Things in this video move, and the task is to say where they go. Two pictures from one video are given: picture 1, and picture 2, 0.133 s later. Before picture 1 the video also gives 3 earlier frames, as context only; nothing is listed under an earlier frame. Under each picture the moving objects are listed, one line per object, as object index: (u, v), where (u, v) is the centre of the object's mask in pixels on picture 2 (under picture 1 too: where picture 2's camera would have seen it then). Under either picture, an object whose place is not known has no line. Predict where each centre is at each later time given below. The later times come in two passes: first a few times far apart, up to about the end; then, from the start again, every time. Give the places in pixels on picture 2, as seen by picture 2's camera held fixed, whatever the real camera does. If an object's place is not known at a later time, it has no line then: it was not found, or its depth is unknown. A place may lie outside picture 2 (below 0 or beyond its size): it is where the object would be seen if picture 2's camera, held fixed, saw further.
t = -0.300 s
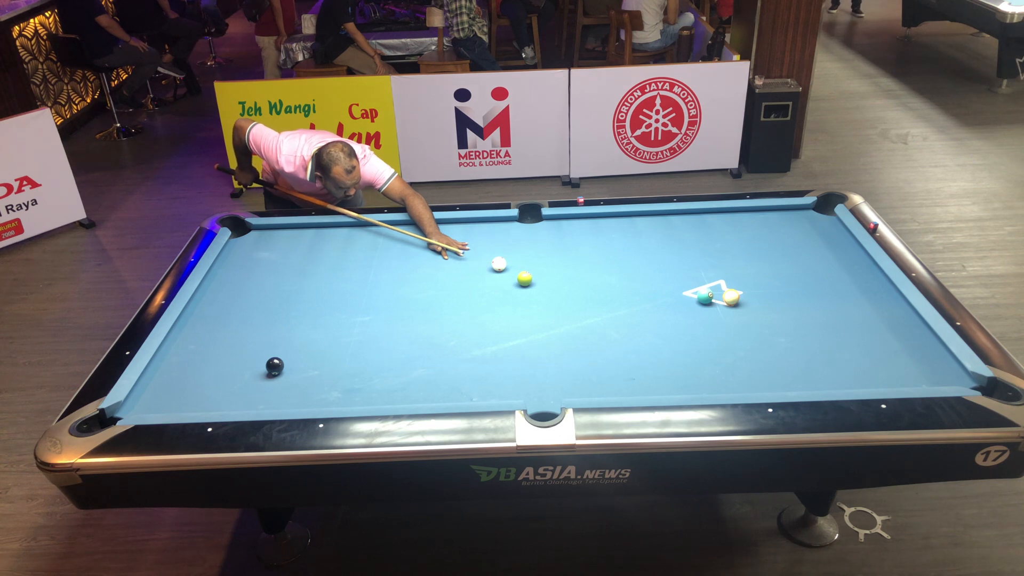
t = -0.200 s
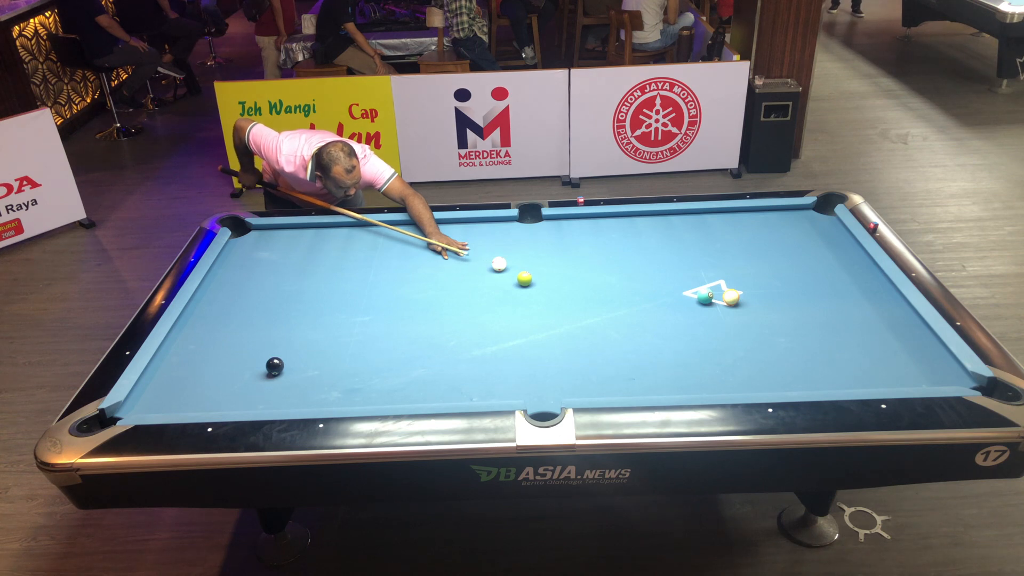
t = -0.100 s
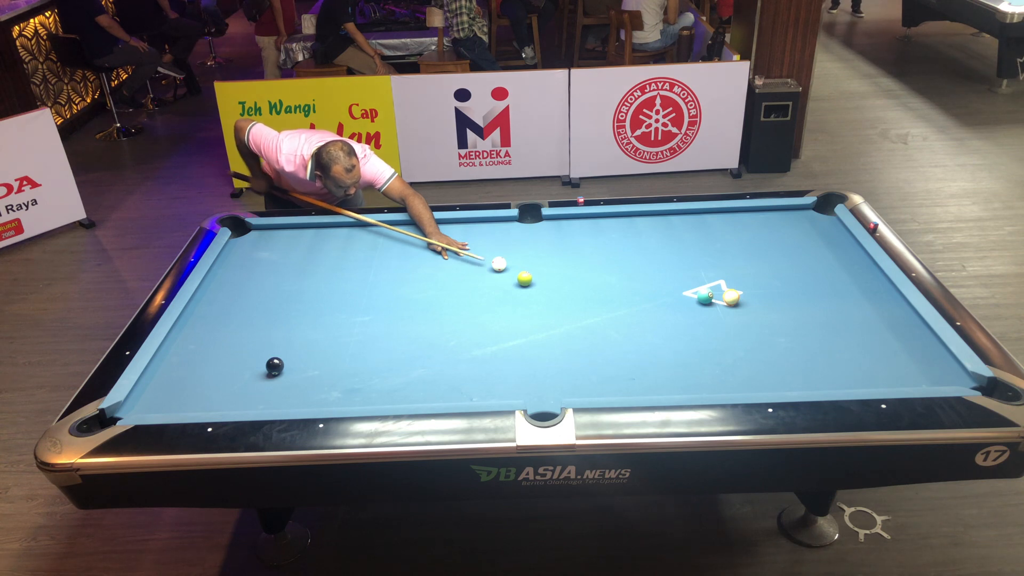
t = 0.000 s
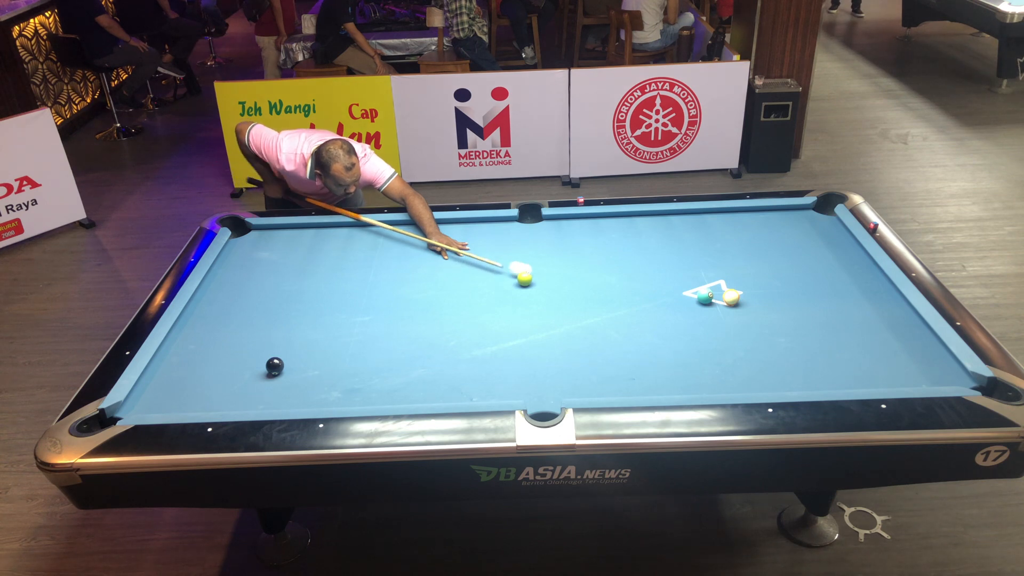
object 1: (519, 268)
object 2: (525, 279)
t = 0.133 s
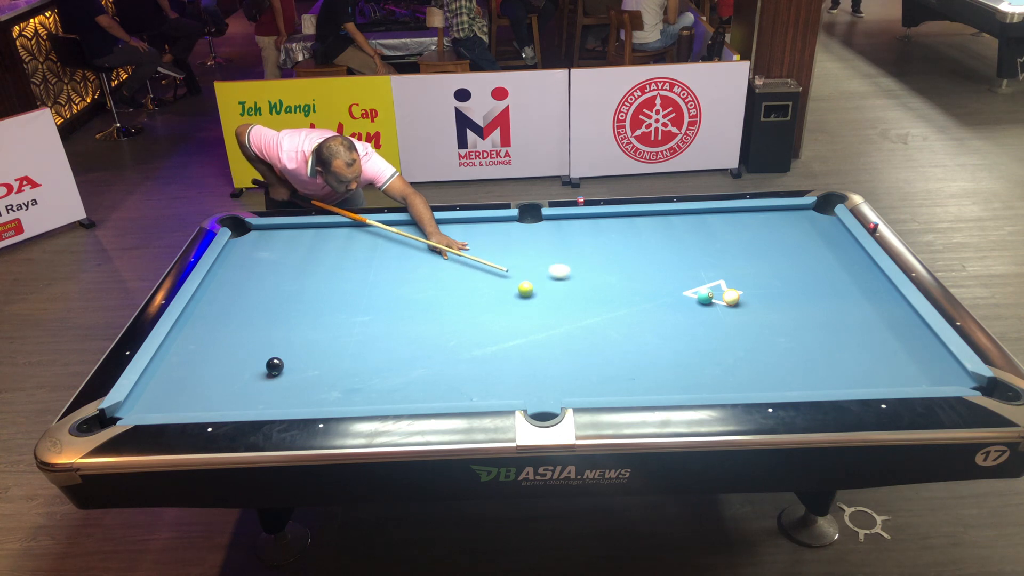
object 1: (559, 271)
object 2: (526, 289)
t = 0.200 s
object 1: (577, 272)
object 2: (526, 294)
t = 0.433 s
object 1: (643, 274)
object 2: (528, 312)
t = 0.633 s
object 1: (698, 276)
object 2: (530, 328)
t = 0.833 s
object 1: (755, 278)
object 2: (531, 345)
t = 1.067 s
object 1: (820, 281)
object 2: (533, 365)
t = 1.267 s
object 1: (876, 283)
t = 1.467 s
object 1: (866, 290)
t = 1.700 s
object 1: (841, 300)
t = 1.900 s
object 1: (820, 308)
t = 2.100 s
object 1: (799, 316)
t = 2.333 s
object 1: (776, 325)
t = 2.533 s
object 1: (755, 332)
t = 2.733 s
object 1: (735, 340)
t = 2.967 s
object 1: (713, 349)
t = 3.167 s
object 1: (694, 355)
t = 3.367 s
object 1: (675, 362)
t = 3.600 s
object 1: (655, 370)
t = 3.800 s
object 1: (637, 376)
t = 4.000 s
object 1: (621, 382)
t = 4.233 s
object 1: (602, 388)
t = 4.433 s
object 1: (587, 391)
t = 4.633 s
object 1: (574, 392)
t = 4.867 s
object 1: (562, 392)
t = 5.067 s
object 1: (553, 391)
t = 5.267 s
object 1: (544, 390)
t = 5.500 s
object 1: (536, 388)
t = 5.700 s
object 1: (530, 387)
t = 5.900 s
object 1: (526, 387)
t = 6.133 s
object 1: (521, 387)
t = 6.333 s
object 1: (519, 386)
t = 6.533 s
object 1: (518, 386)
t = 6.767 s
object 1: (518, 386)
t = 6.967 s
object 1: (518, 386)
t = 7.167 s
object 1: (518, 386)
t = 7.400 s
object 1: (518, 386)
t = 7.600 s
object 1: (518, 386)
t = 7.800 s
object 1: (518, 386)
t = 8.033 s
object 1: (518, 386)
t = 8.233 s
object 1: (518, 386)
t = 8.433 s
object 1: (518, 386)
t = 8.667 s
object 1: (518, 386)
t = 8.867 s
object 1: (518, 386)
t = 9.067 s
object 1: (518, 386)
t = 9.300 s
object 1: (518, 386)
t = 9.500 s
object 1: (518, 386)
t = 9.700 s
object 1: (518, 386)
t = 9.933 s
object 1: (518, 386)
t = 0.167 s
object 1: (569, 272)
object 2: (526, 291)
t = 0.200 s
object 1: (577, 272)
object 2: (526, 294)
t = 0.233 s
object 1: (587, 272)
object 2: (526, 297)
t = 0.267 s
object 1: (596, 273)
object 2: (527, 299)
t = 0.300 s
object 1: (605, 273)
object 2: (527, 302)
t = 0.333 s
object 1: (615, 273)
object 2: (527, 304)
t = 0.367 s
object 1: (624, 274)
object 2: (528, 307)
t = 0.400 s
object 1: (633, 274)
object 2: (528, 310)
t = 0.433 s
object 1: (643, 274)
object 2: (528, 312)
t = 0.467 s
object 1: (652, 275)
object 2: (528, 315)
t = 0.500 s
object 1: (661, 275)
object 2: (528, 317)
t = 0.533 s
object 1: (671, 275)
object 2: (529, 320)
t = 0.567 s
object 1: (680, 276)
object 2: (529, 323)
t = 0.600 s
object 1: (689, 276)
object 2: (529, 325)
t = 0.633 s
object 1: (698, 276)
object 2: (530, 328)
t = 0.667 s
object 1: (708, 276)
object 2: (530, 331)
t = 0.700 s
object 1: (717, 276)
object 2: (530, 334)
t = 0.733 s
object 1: (727, 277)
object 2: (530, 337)
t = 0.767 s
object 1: (736, 277)
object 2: (531, 339)
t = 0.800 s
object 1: (745, 278)
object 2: (531, 342)
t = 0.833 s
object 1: (755, 278)
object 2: (531, 345)
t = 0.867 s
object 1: (764, 279)
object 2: (531, 347)
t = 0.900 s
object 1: (774, 279)
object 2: (532, 350)
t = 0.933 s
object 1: (783, 279)
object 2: (532, 353)
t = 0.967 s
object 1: (793, 280)
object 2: (532, 356)
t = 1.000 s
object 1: (802, 280)
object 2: (532, 359)
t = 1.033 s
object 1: (811, 280)
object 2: (532, 362)
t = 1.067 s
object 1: (820, 281)
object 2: (533, 365)
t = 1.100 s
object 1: (830, 281)
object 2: (533, 367)
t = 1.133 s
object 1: (839, 282)
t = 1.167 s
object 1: (849, 282)
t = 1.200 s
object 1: (858, 282)
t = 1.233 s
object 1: (867, 283)
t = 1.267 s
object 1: (876, 283)
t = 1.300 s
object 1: (883, 284)
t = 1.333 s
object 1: (881, 285)
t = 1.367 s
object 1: (876, 286)
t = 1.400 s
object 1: (873, 287)
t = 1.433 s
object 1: (869, 289)
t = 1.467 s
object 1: (866, 290)
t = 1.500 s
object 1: (863, 292)
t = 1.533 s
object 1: (859, 293)
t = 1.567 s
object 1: (855, 294)
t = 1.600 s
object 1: (852, 296)
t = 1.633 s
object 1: (848, 297)
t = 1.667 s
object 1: (845, 298)
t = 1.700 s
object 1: (841, 300)
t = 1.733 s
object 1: (838, 301)
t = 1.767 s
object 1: (834, 302)
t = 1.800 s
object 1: (831, 304)
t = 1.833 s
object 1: (827, 305)
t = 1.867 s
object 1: (824, 307)
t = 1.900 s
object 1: (820, 308)
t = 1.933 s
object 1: (817, 309)
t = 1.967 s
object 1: (813, 310)
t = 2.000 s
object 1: (810, 312)
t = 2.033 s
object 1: (806, 313)
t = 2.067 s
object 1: (803, 314)
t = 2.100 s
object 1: (799, 316)
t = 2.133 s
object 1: (796, 317)
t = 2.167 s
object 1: (793, 318)
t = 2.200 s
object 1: (789, 320)
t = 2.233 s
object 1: (786, 321)
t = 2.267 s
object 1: (782, 322)
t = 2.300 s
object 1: (779, 323)
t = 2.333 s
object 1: (776, 325)
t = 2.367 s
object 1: (772, 326)
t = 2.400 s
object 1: (769, 327)
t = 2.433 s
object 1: (765, 329)
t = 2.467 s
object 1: (762, 330)
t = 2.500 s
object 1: (759, 331)
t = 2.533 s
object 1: (755, 332)
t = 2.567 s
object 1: (752, 334)
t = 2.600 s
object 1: (749, 335)
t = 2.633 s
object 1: (745, 336)
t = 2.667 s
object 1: (742, 337)
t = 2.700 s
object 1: (739, 339)
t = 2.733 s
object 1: (735, 340)
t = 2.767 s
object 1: (732, 341)
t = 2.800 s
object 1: (729, 342)
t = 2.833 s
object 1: (726, 344)
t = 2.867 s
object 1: (723, 345)
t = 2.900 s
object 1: (719, 346)
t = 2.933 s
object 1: (716, 347)
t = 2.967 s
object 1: (713, 349)
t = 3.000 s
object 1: (709, 350)
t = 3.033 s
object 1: (706, 351)
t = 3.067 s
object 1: (703, 352)
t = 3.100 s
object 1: (700, 353)
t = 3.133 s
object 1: (697, 354)
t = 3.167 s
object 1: (694, 355)
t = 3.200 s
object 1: (691, 357)
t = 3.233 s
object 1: (687, 358)
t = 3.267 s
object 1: (684, 359)
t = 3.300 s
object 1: (681, 360)
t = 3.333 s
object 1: (678, 361)
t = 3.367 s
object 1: (675, 362)
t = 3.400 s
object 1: (672, 363)
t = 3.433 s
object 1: (669, 364)
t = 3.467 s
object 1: (666, 365)
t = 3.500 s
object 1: (663, 367)
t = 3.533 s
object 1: (660, 368)
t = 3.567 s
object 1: (657, 369)
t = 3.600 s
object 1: (655, 370)
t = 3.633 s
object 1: (651, 371)
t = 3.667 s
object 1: (649, 372)
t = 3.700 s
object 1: (646, 373)
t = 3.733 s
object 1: (643, 374)
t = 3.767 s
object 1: (640, 375)
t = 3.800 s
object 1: (637, 376)
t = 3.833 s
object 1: (635, 377)
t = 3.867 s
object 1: (632, 378)
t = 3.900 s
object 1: (629, 379)
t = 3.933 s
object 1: (627, 380)
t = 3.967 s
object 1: (624, 381)
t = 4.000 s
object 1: (621, 382)
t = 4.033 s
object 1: (618, 383)
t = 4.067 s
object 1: (616, 384)
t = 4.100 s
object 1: (613, 385)
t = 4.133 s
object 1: (610, 385)
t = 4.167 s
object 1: (608, 386)
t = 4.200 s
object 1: (605, 387)
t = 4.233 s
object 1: (602, 388)
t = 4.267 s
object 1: (600, 388)
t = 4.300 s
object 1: (597, 389)
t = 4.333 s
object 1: (595, 389)
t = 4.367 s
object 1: (593, 390)
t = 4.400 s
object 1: (590, 391)
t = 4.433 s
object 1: (587, 391)
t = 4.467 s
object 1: (585, 392)
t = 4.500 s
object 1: (582, 392)
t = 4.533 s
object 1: (580, 393)
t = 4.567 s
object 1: (578, 392)
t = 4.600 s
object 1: (576, 392)
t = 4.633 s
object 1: (574, 392)
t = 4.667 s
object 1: (572, 392)
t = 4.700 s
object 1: (571, 392)
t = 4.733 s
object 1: (569, 392)
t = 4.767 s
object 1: (567, 391)
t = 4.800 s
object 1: (565, 391)
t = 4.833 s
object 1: (563, 391)
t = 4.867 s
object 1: (562, 392)
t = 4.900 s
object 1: (560, 392)
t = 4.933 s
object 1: (559, 391)
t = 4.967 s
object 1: (557, 392)
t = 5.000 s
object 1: (556, 391)
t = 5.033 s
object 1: (554, 391)
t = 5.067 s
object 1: (553, 391)
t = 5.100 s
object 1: (551, 391)
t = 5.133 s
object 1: (550, 391)
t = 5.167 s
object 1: (548, 390)
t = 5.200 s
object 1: (547, 390)
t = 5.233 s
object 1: (545, 390)
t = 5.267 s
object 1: (544, 390)
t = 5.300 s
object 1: (543, 389)
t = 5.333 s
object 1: (542, 389)
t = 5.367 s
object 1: (540, 389)
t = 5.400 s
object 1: (539, 389)
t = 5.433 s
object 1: (538, 389)
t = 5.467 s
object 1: (537, 389)
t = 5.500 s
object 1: (536, 388)
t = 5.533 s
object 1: (535, 388)
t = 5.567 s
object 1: (534, 388)
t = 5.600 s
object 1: (533, 388)
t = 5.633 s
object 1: (532, 388)
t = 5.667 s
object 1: (531, 388)
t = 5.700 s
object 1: (530, 387)
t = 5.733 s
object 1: (529, 388)
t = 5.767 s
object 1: (528, 387)
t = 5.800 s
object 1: (527, 387)
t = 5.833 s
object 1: (527, 387)
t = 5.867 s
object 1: (526, 387)
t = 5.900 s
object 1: (526, 387)
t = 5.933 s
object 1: (525, 387)
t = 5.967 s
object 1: (524, 387)
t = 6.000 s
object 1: (524, 387)
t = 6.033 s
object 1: (523, 387)
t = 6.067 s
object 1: (522, 387)
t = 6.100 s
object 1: (522, 387)
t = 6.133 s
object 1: (521, 387)
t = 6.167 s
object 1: (521, 386)
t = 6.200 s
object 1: (520, 386)
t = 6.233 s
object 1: (520, 386)
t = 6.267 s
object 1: (520, 386)
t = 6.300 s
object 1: (519, 386)
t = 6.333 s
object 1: (519, 386)
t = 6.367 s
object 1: (519, 386)
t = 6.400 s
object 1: (519, 386)
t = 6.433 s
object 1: (518, 386)
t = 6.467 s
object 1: (518, 386)
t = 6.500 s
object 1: (518, 386)
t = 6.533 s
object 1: (518, 386)
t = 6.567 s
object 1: (518, 386)
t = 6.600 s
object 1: (518, 386)
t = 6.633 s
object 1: (518, 386)
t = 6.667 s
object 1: (518, 386)
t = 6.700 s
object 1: (518, 386)
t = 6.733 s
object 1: (518, 386)
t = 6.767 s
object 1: (518, 386)
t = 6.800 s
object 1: (518, 386)
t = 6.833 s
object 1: (518, 386)
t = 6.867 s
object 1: (518, 386)
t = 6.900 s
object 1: (518, 386)
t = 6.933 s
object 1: (518, 386)
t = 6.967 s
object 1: (518, 386)
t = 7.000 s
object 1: (518, 386)
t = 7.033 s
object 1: (518, 386)
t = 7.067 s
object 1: (518, 386)
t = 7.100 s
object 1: (518, 386)
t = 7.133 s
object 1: (518, 386)
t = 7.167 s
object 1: (518, 386)
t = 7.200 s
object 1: (518, 386)
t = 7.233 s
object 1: (518, 386)
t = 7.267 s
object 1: (518, 386)
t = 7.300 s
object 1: (518, 386)
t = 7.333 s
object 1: (518, 386)
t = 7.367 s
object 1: (518, 386)
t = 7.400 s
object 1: (518, 386)
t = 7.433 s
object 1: (518, 386)
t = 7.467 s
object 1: (518, 386)
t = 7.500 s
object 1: (518, 386)
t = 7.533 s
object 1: (518, 386)
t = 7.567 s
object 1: (518, 386)
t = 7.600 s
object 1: (518, 386)
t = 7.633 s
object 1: (518, 386)
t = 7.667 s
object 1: (518, 386)
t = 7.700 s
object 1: (518, 386)
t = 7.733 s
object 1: (518, 386)
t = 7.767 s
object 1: (518, 386)
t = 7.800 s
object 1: (518, 386)
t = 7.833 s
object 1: (517, 386)
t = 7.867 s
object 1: (518, 386)
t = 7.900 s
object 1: (518, 386)
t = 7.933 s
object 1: (518, 386)
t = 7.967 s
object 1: (518, 386)
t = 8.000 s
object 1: (518, 386)
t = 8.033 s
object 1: (518, 386)
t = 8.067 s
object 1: (518, 386)
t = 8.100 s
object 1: (518, 386)
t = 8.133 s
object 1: (518, 386)
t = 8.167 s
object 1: (518, 386)
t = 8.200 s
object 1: (518, 386)
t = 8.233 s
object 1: (518, 386)
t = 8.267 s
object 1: (518, 386)
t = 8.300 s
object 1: (518, 386)
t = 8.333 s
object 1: (518, 386)
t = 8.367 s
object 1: (518, 386)
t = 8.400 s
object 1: (518, 386)
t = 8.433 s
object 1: (518, 386)
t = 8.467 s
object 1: (518, 386)
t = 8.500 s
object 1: (518, 386)
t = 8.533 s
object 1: (518, 386)
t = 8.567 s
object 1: (518, 386)
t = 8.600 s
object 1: (518, 386)
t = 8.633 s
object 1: (518, 386)
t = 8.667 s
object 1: (518, 386)
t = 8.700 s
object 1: (518, 386)
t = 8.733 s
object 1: (518, 386)
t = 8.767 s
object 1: (518, 386)
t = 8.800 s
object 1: (518, 386)
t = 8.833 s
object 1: (518, 386)
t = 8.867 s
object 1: (518, 386)
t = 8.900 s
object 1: (518, 386)
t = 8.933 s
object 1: (518, 386)
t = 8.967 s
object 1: (518, 386)
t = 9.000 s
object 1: (518, 386)
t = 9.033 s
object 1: (518, 386)
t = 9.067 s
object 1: (518, 386)
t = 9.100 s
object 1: (518, 386)
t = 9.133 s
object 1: (518, 386)
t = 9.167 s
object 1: (518, 386)
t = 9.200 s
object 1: (518, 386)
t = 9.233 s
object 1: (518, 386)
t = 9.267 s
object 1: (518, 386)
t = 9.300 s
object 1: (518, 386)
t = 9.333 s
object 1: (518, 386)
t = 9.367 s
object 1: (518, 386)
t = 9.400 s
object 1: (518, 386)
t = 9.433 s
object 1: (518, 386)
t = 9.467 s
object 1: (518, 386)
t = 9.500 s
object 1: (518, 386)
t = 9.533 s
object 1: (518, 386)
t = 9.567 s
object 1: (518, 386)
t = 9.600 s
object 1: (518, 386)
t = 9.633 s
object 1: (518, 386)
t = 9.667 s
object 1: (518, 386)
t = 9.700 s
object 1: (518, 386)
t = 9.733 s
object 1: (518, 386)
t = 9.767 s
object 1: (518, 386)
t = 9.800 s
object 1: (518, 386)
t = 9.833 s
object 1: (518, 386)
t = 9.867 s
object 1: (518, 386)
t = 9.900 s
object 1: (518, 386)
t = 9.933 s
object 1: (518, 386)
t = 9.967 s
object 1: (518, 386)
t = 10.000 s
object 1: (518, 386)
